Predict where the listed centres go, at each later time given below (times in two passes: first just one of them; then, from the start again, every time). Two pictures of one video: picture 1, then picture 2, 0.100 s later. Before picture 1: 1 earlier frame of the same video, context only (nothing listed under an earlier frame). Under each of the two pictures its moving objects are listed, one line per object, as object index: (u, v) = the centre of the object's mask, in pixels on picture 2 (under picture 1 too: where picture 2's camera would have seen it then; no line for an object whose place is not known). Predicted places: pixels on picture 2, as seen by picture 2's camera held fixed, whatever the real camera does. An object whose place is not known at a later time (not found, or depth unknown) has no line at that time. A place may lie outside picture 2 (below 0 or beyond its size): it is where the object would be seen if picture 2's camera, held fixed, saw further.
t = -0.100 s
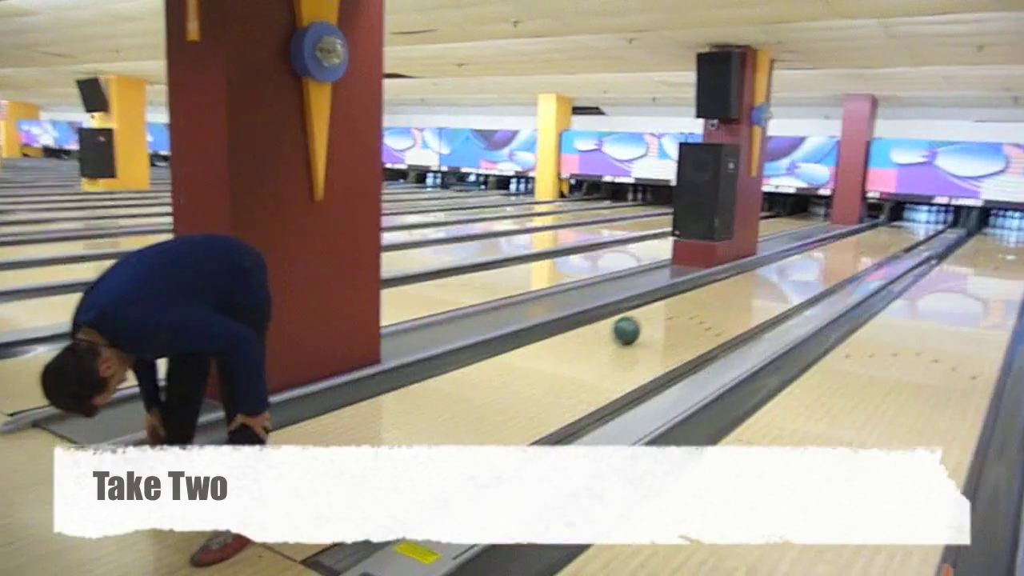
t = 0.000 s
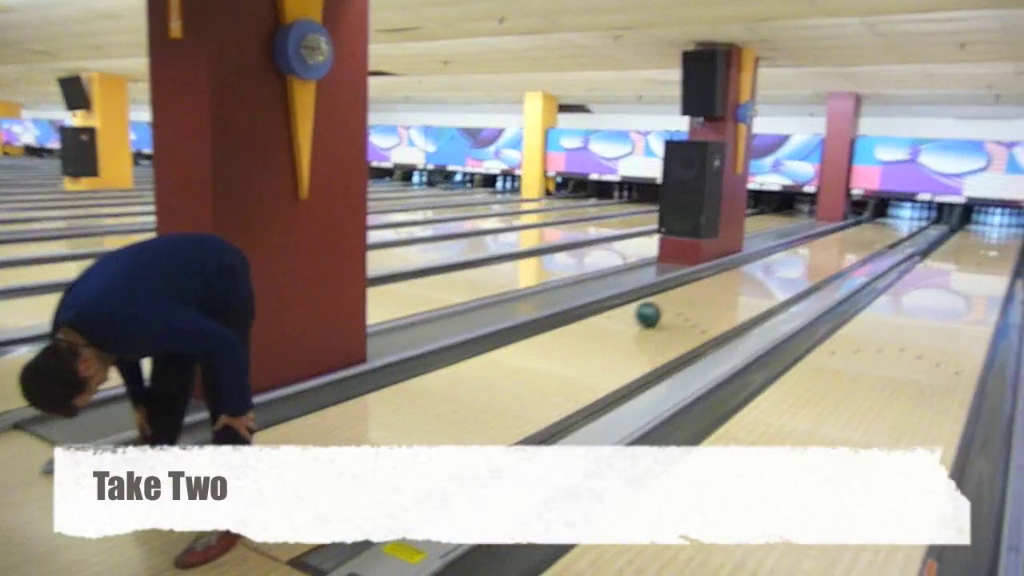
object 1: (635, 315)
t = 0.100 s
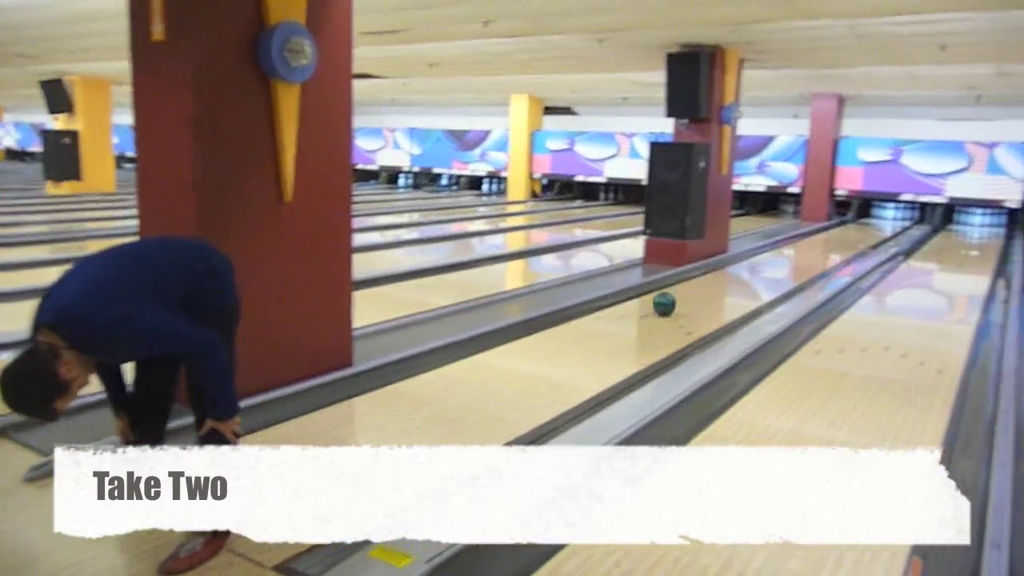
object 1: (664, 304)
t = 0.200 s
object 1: (689, 294)
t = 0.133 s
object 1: (673, 301)
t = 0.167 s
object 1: (681, 297)
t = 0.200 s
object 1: (689, 294)
